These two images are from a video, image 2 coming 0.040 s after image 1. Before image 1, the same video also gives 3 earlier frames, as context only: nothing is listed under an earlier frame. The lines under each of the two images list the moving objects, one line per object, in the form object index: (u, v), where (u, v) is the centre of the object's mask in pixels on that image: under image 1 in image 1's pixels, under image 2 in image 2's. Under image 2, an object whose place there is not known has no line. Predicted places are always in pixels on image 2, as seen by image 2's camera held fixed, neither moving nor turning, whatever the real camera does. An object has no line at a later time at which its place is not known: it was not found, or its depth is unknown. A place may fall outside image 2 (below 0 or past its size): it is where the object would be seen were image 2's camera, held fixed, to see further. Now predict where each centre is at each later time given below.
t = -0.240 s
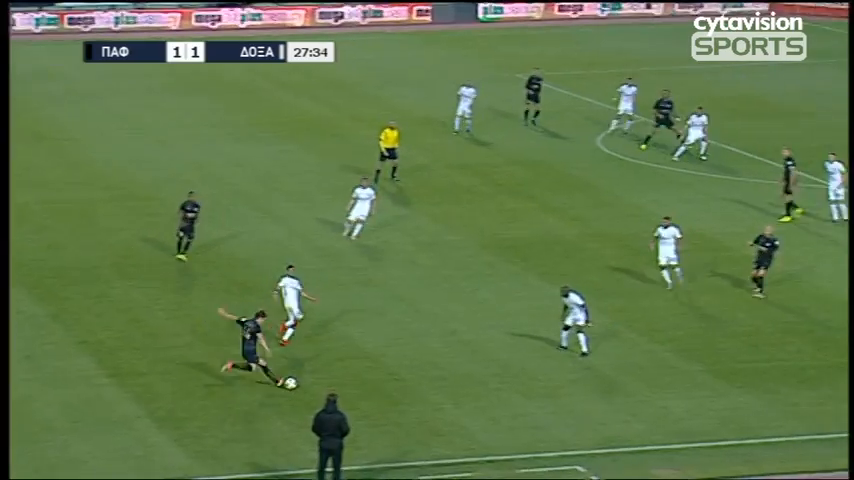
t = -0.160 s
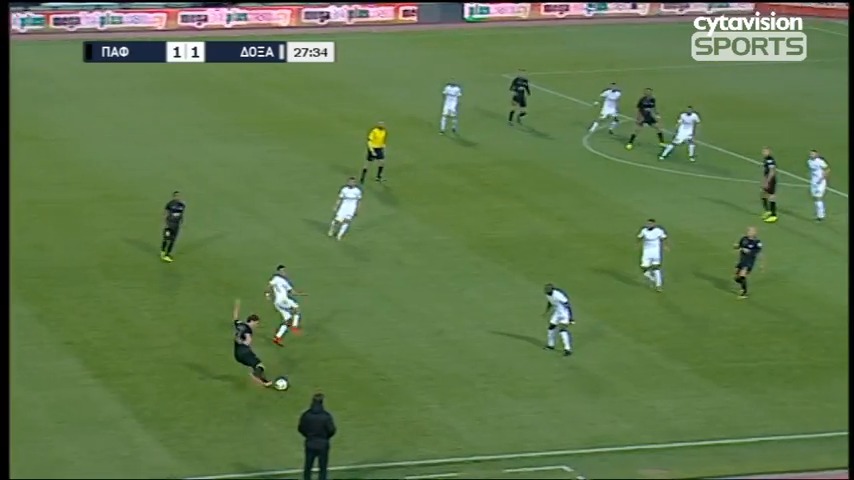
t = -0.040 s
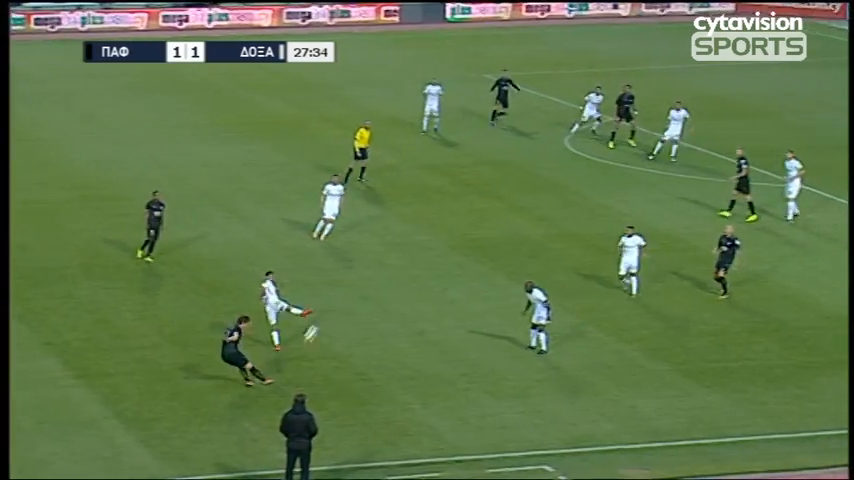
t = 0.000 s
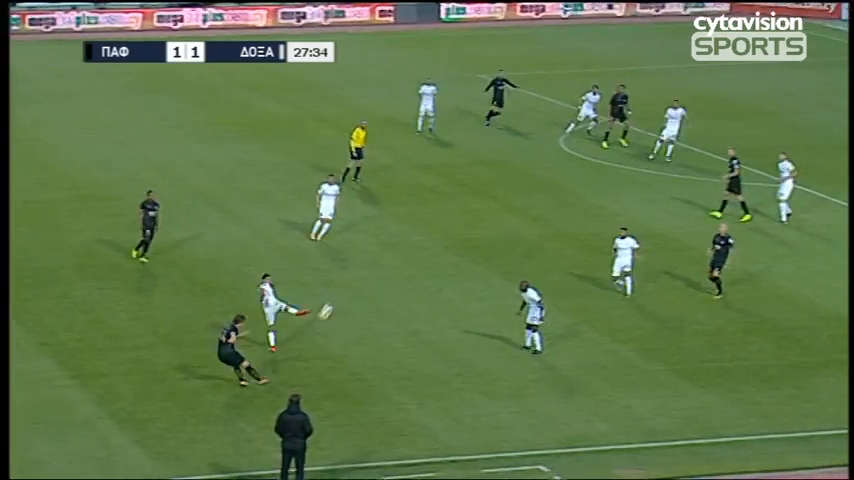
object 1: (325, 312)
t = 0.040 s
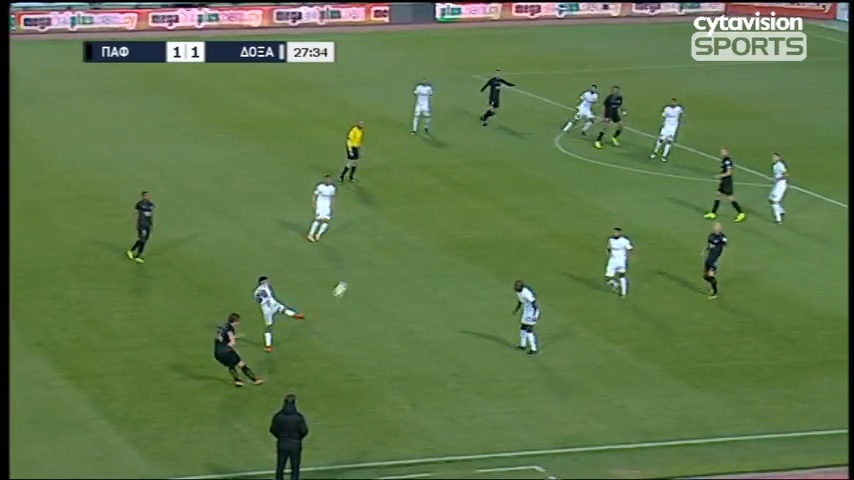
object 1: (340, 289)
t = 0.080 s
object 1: (358, 269)
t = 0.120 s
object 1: (376, 249)
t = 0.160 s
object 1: (392, 230)
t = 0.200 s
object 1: (407, 212)
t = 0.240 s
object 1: (421, 195)
